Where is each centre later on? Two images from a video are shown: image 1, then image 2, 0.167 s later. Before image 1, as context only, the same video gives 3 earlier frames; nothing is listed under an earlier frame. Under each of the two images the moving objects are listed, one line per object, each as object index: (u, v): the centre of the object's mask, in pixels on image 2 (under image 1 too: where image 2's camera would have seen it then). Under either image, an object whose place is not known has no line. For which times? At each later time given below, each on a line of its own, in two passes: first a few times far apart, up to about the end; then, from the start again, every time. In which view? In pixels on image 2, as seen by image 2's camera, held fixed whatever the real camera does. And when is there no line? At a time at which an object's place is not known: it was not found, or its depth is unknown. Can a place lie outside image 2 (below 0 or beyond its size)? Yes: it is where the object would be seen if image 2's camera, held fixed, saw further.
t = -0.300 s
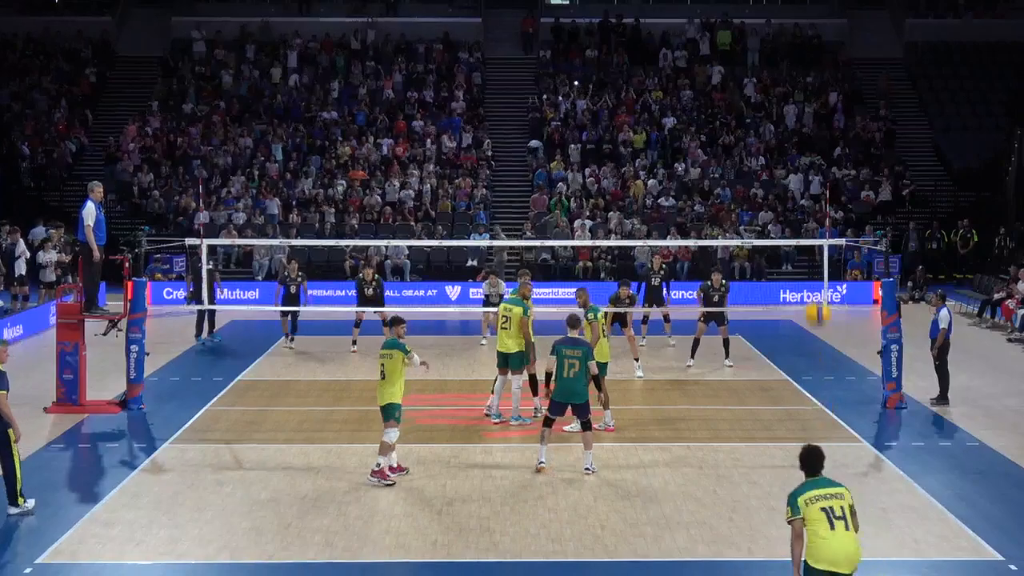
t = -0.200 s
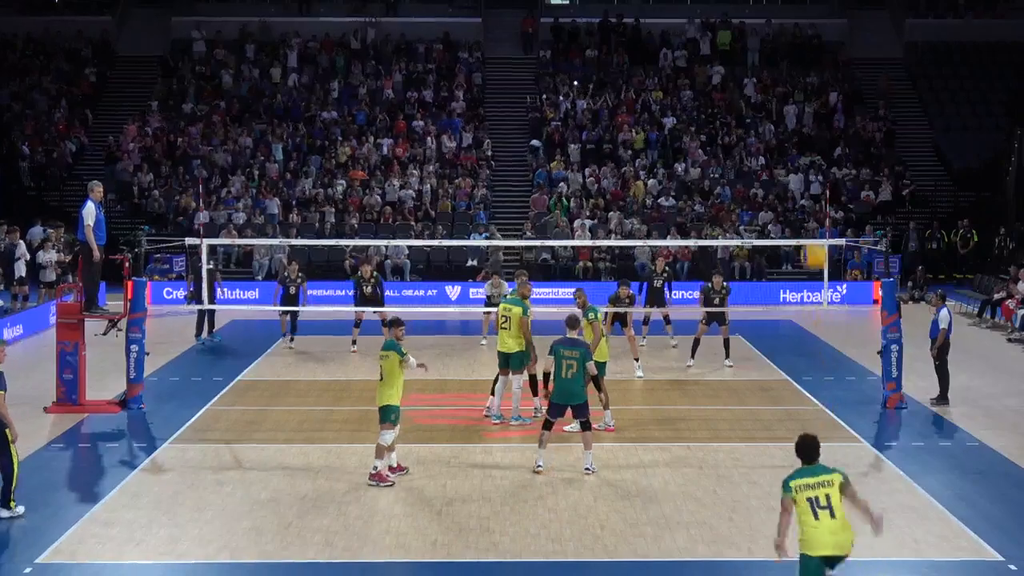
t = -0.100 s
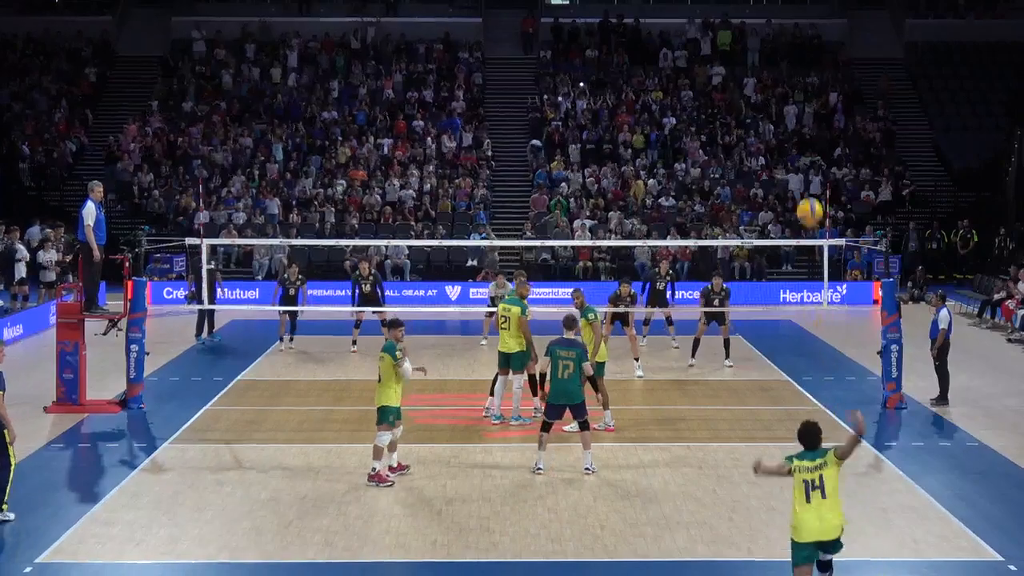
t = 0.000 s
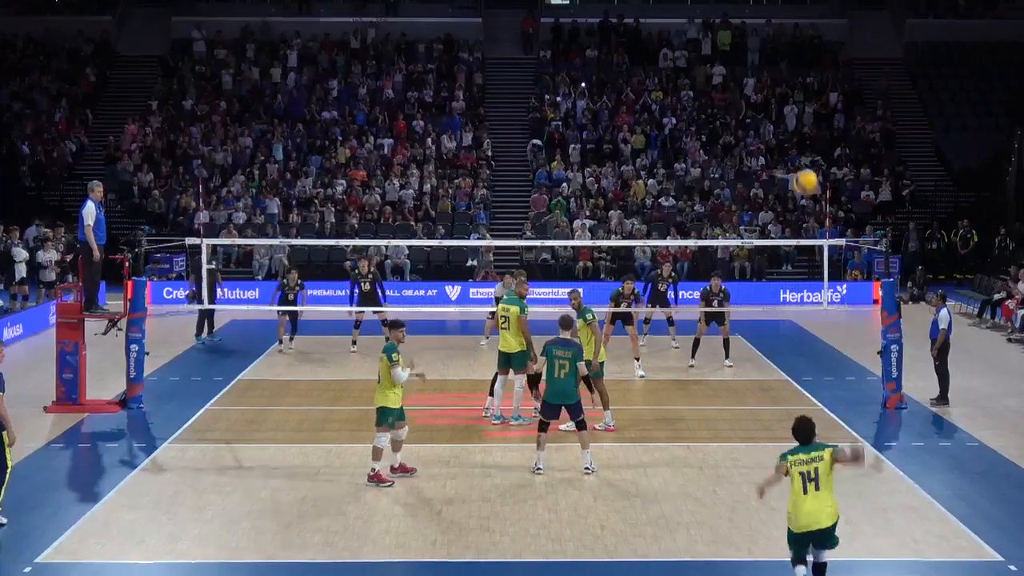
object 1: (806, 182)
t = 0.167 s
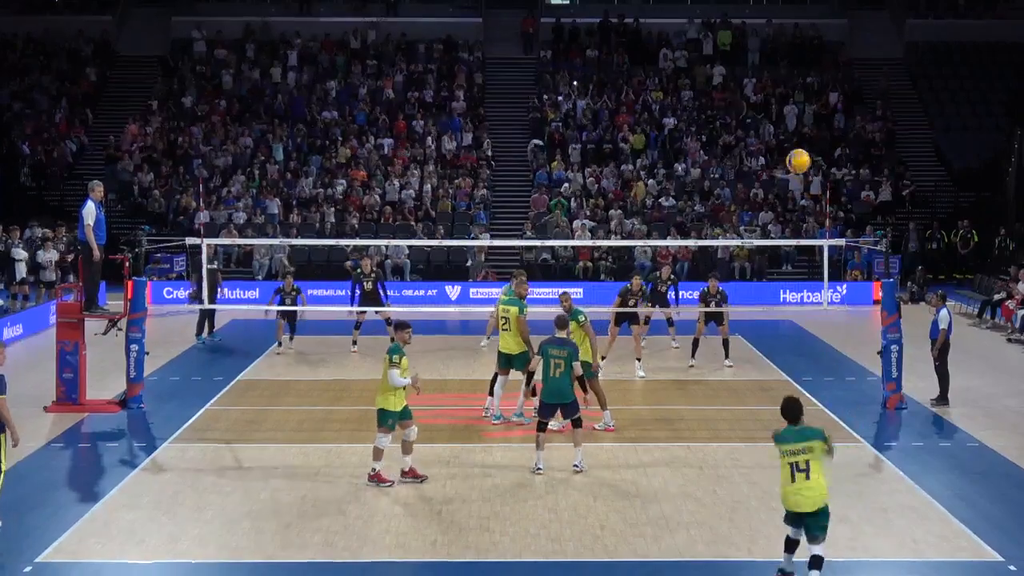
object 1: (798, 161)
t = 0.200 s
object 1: (797, 161)
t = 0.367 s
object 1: (790, 178)
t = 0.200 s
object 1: (797, 161)
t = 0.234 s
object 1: (796, 161)
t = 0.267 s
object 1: (794, 164)
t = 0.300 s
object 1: (792, 166)
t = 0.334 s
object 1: (791, 171)
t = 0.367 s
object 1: (790, 178)
